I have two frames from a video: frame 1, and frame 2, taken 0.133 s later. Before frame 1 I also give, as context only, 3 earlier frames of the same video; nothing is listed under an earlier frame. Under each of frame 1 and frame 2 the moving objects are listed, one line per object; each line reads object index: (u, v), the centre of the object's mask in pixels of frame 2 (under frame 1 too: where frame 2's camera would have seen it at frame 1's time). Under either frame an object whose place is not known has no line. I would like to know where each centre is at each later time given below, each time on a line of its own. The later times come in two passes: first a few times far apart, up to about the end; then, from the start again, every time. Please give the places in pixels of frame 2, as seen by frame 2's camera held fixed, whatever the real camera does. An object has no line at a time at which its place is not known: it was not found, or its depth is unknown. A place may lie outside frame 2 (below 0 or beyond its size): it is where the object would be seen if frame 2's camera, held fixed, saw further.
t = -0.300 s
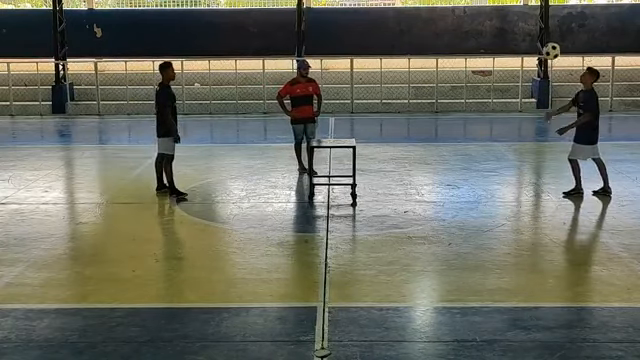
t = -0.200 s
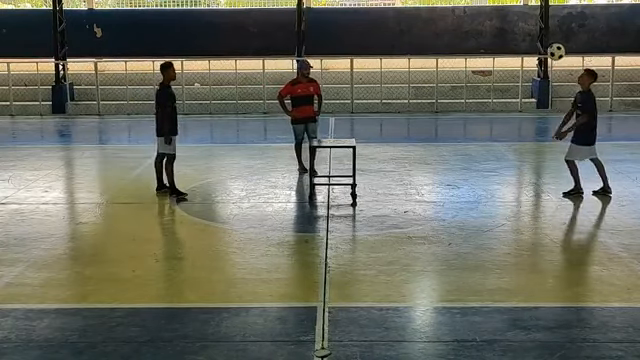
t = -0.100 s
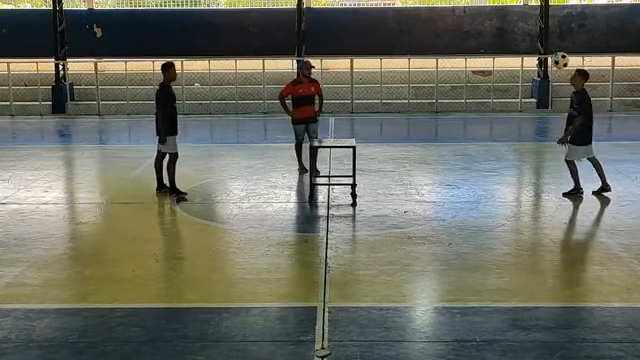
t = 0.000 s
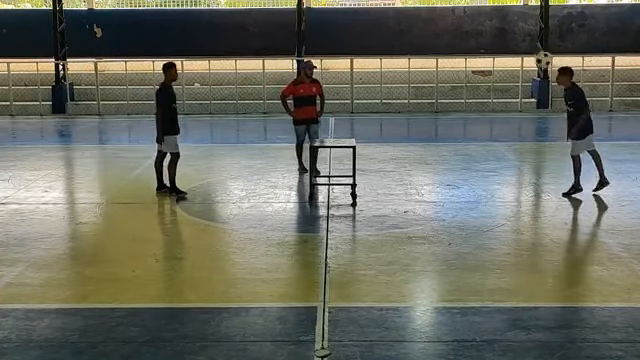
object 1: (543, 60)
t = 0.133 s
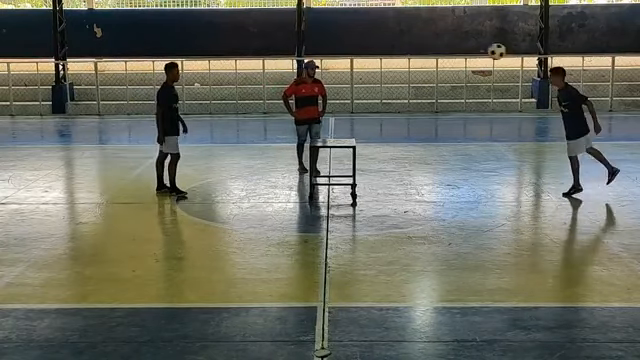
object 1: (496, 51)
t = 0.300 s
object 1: (439, 60)
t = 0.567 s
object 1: (350, 119)
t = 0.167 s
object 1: (485, 51)
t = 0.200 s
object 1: (473, 52)
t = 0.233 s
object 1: (462, 54)
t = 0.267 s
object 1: (450, 57)
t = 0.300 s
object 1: (439, 60)
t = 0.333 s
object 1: (428, 65)
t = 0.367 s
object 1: (416, 70)
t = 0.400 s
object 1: (404, 77)
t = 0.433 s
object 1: (393, 84)
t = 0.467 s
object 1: (382, 91)
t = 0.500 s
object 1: (371, 99)
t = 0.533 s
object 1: (360, 108)
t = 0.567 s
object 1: (350, 119)
